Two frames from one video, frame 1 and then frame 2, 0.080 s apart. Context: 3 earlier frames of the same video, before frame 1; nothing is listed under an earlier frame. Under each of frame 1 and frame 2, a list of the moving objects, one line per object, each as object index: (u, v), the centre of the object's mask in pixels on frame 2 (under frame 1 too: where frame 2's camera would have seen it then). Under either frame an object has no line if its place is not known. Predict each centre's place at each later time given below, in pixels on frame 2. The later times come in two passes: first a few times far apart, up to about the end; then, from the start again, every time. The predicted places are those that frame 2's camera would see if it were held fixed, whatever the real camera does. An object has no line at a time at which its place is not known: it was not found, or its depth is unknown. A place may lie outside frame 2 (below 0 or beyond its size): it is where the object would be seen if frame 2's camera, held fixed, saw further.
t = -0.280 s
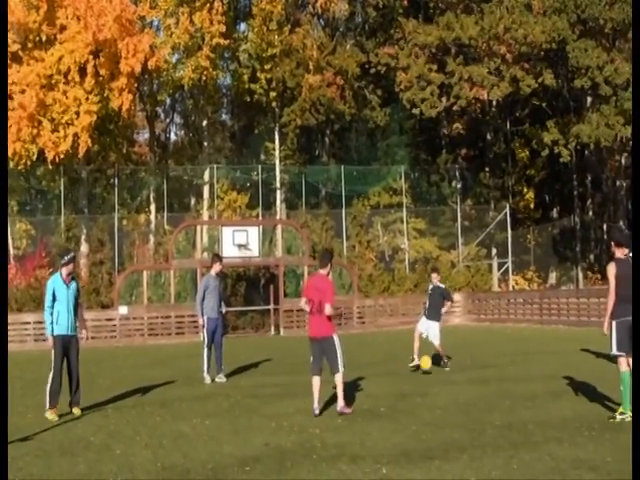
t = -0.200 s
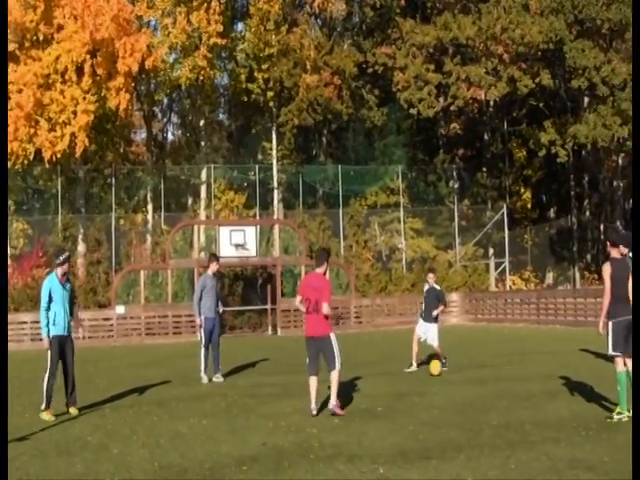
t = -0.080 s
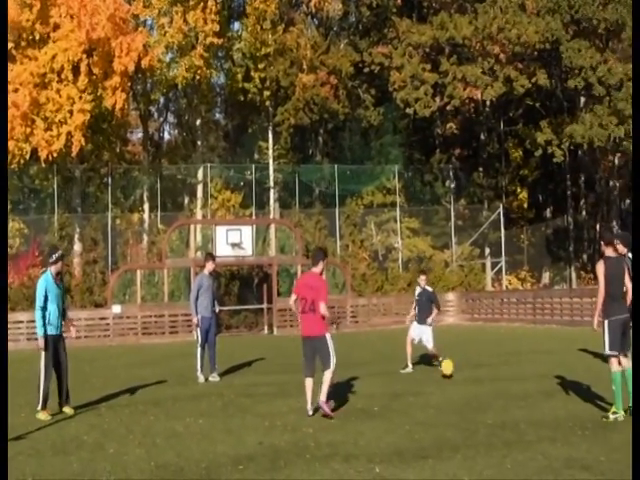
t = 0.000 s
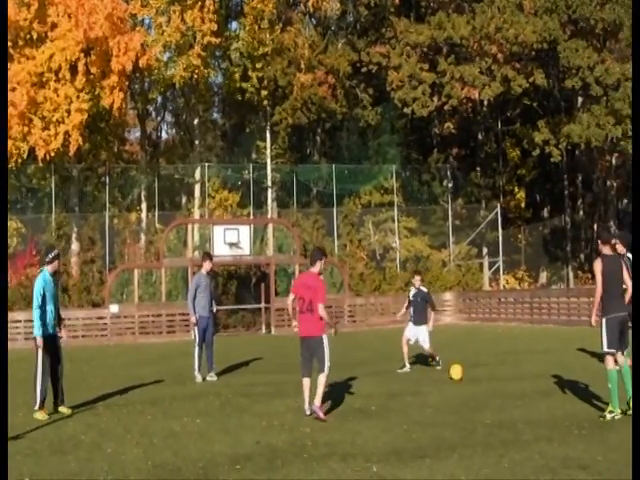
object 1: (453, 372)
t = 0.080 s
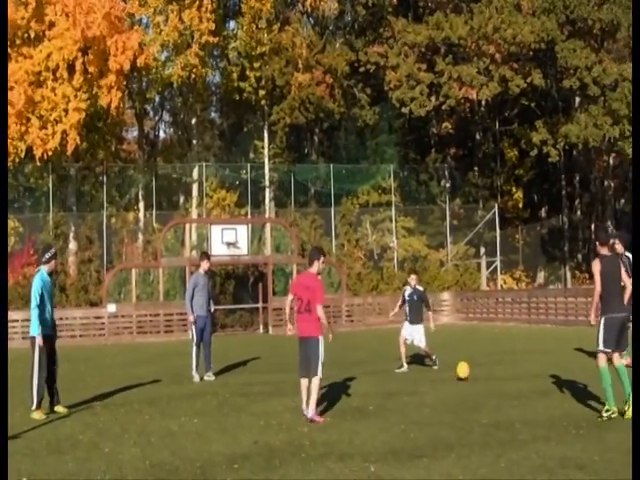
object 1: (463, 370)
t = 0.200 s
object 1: (476, 373)
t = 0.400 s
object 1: (501, 377)
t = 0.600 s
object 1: (526, 380)
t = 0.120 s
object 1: (467, 371)
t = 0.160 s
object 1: (472, 372)
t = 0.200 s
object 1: (476, 373)
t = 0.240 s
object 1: (481, 373)
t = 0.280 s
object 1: (486, 374)
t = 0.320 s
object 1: (491, 375)
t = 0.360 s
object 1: (495, 376)
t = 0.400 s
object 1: (501, 377)
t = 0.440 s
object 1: (506, 378)
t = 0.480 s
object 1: (511, 378)
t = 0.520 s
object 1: (516, 379)
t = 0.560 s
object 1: (521, 380)
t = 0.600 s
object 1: (526, 380)
